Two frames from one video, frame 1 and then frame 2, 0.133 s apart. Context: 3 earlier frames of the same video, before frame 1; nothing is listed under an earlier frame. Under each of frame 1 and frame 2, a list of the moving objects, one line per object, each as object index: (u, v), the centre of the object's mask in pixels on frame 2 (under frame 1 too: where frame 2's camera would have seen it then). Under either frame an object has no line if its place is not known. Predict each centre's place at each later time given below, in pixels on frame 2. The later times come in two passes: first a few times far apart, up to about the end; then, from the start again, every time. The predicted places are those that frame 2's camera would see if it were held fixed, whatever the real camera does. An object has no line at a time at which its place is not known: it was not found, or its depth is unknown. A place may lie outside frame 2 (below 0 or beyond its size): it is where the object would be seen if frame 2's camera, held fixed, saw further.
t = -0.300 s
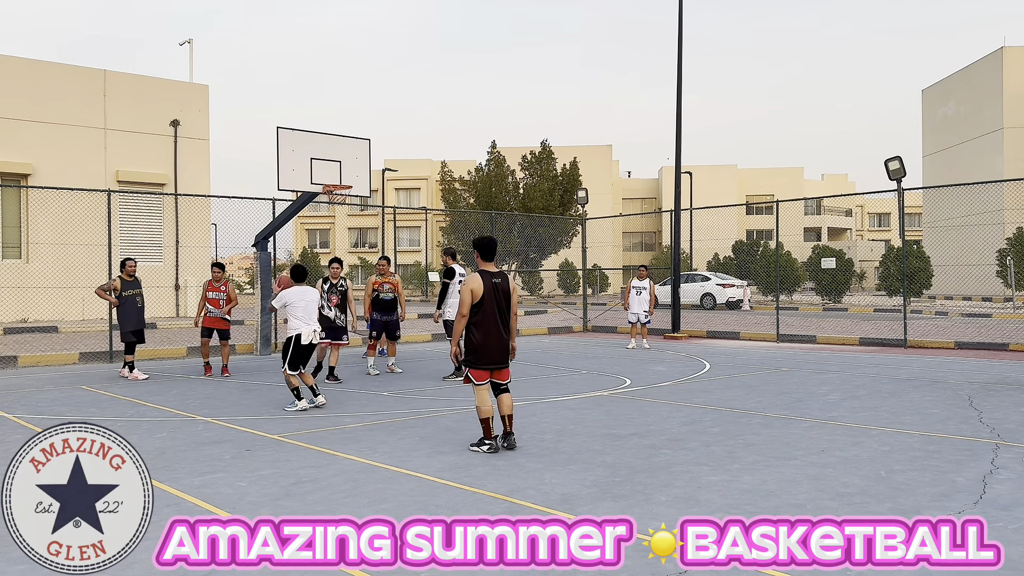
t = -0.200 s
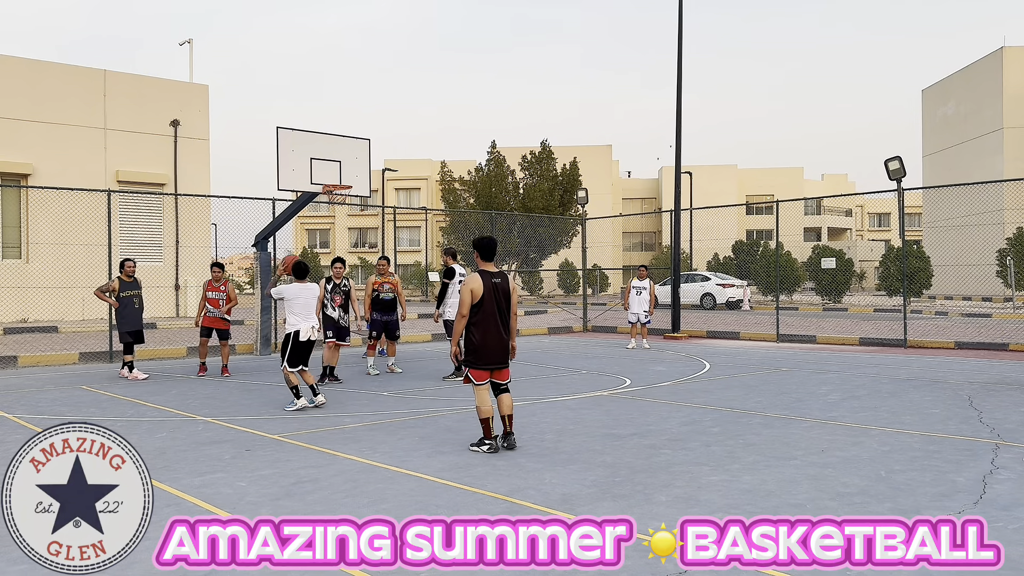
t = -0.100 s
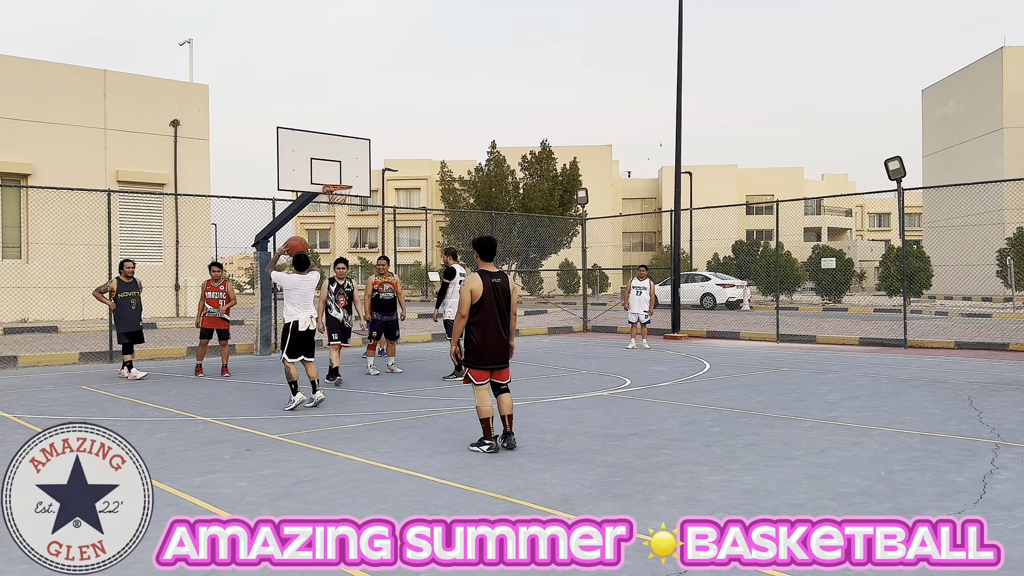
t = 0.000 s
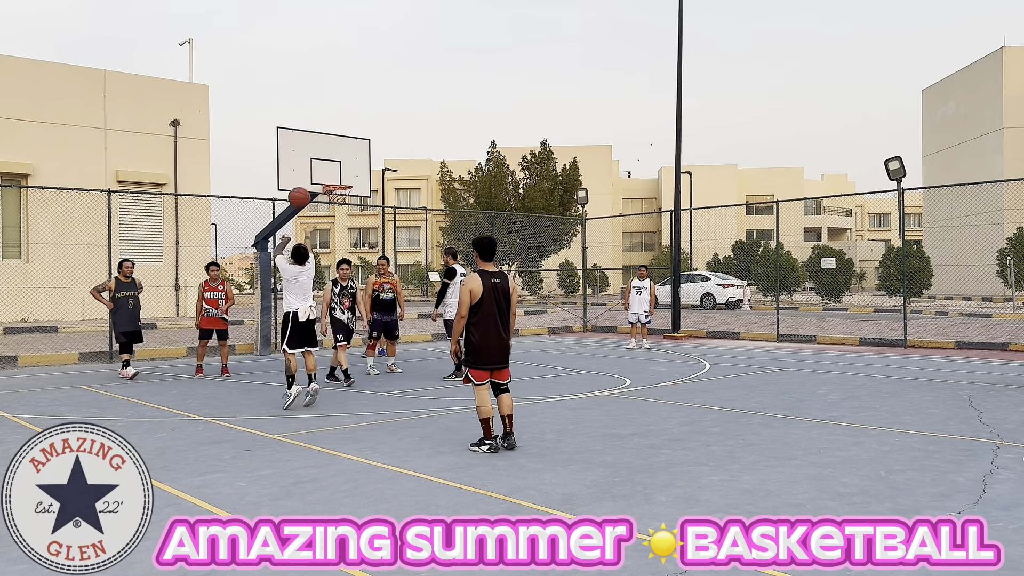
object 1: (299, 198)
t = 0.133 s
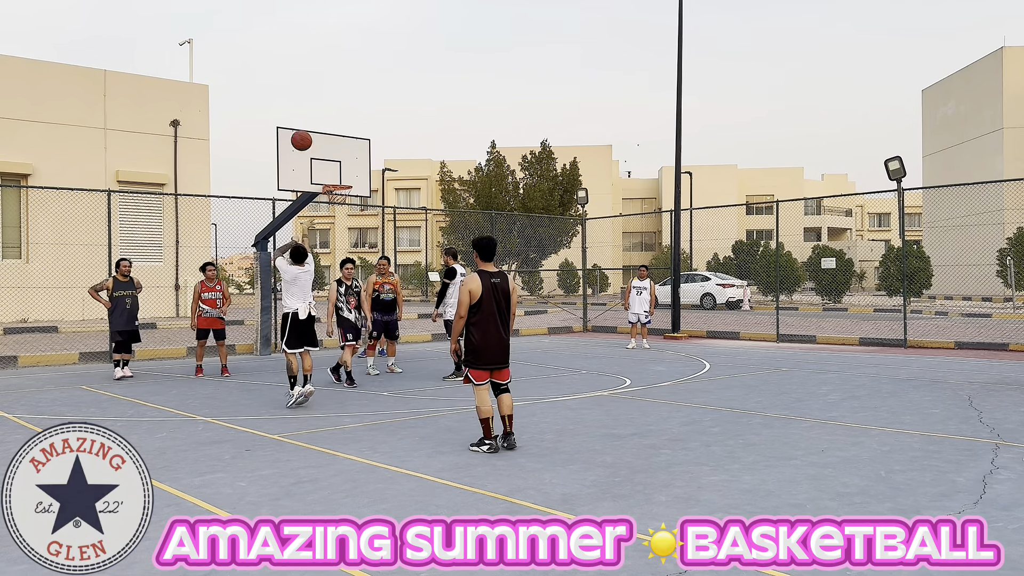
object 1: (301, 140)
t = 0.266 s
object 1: (303, 103)
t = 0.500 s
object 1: (308, 78)
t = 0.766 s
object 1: (313, 98)
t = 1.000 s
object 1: (317, 148)
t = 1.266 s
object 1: (305, 224)
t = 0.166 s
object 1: (302, 129)
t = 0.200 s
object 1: (302, 119)
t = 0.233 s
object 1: (303, 111)
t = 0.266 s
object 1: (303, 103)
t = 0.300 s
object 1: (304, 97)
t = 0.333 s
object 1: (305, 91)
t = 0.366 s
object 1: (305, 87)
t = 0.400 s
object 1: (306, 83)
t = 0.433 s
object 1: (306, 80)
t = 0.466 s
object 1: (307, 78)
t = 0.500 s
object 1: (308, 78)
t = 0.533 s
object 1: (308, 78)
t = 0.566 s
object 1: (309, 78)
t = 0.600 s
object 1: (309, 80)
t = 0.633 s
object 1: (310, 82)
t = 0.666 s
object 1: (311, 85)
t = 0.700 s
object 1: (311, 89)
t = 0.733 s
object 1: (312, 93)
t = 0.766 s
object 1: (313, 98)
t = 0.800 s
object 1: (313, 103)
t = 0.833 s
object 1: (314, 109)
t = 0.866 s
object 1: (314, 116)
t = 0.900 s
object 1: (315, 123)
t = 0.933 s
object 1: (316, 131)
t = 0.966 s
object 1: (316, 139)
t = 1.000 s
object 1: (317, 148)
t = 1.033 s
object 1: (317, 157)
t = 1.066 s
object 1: (318, 167)
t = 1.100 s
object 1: (319, 177)
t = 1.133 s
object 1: (319, 187)
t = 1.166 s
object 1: (316, 196)
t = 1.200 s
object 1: (312, 204)
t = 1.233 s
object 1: (309, 214)
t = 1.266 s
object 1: (305, 224)
